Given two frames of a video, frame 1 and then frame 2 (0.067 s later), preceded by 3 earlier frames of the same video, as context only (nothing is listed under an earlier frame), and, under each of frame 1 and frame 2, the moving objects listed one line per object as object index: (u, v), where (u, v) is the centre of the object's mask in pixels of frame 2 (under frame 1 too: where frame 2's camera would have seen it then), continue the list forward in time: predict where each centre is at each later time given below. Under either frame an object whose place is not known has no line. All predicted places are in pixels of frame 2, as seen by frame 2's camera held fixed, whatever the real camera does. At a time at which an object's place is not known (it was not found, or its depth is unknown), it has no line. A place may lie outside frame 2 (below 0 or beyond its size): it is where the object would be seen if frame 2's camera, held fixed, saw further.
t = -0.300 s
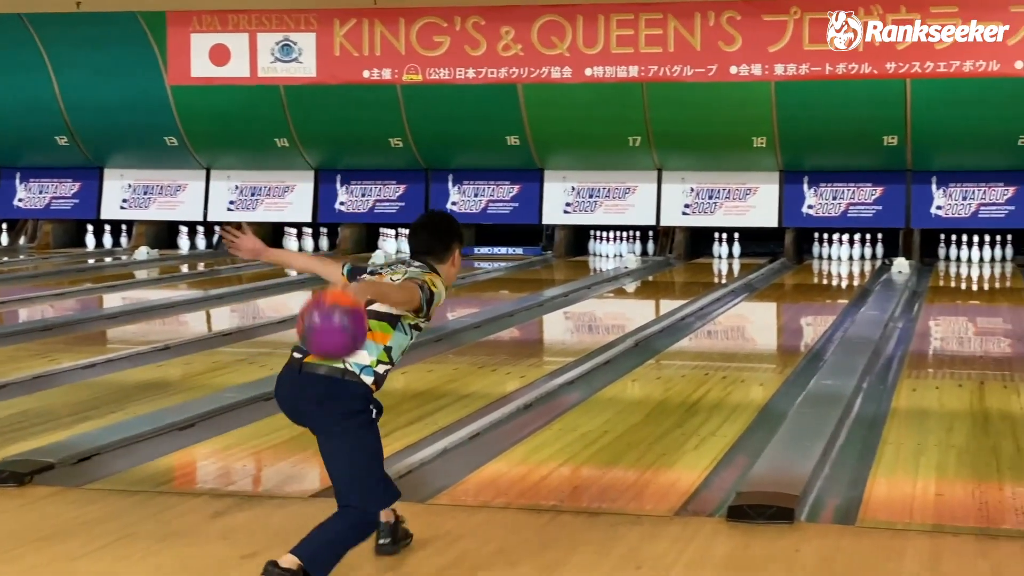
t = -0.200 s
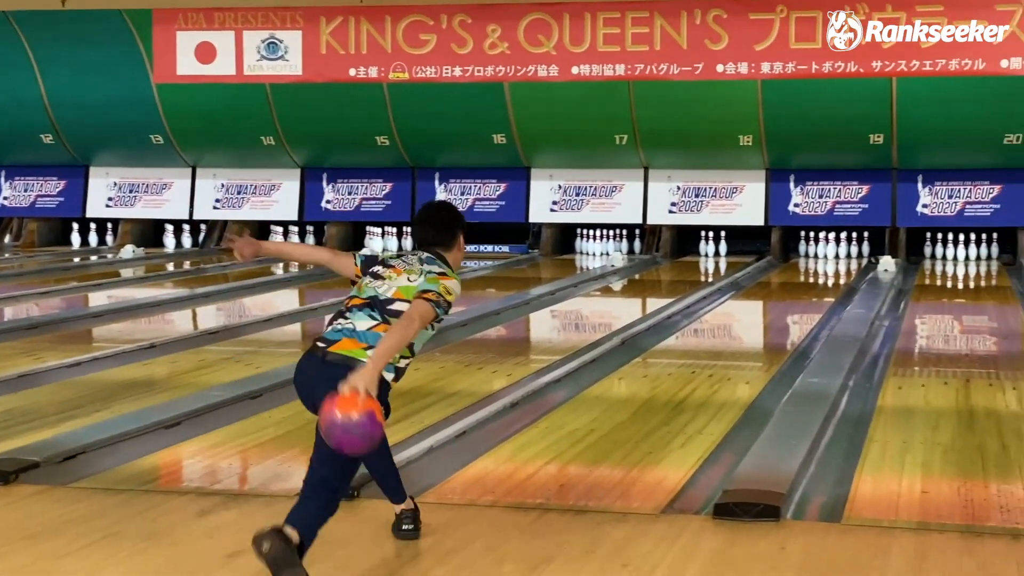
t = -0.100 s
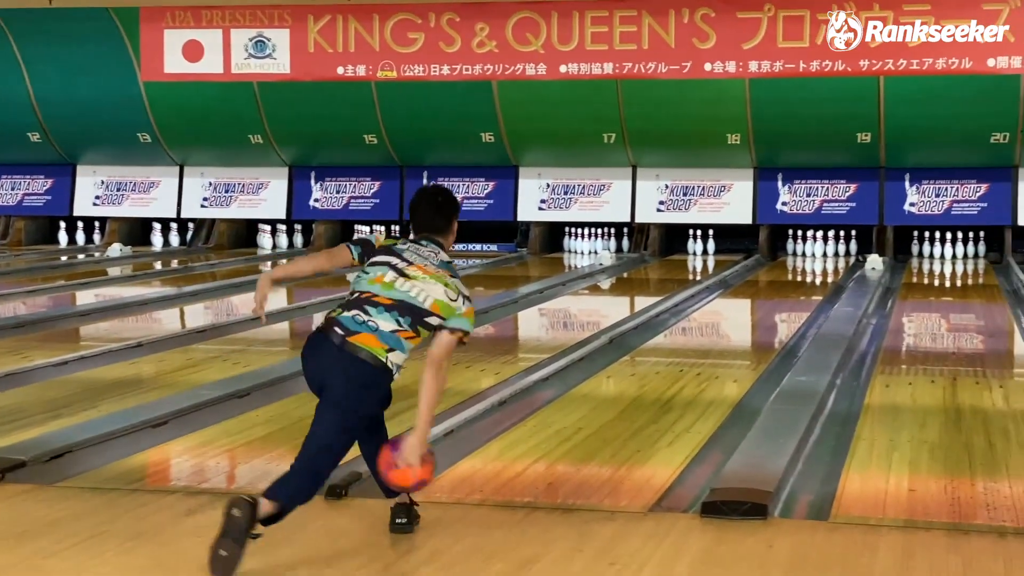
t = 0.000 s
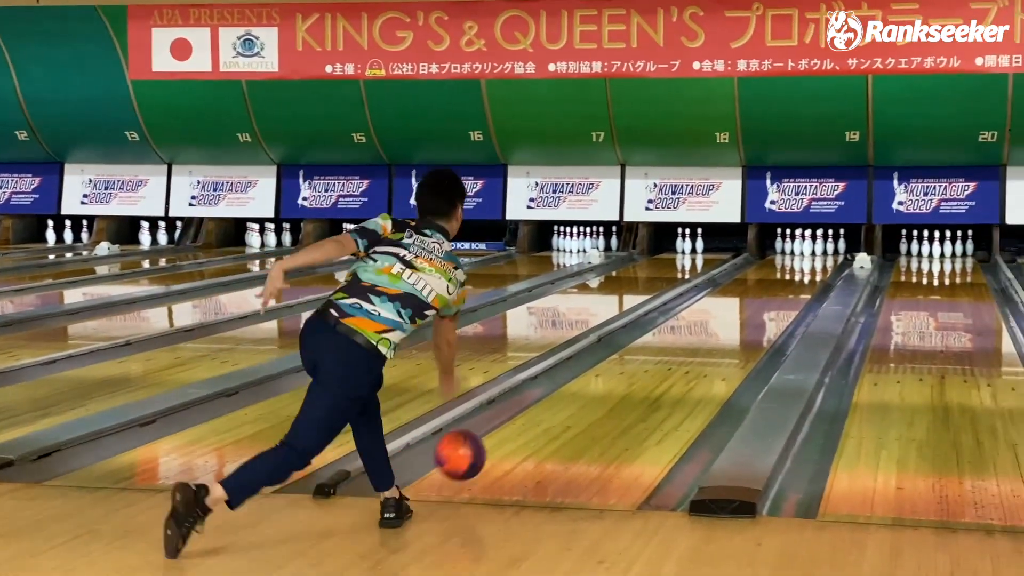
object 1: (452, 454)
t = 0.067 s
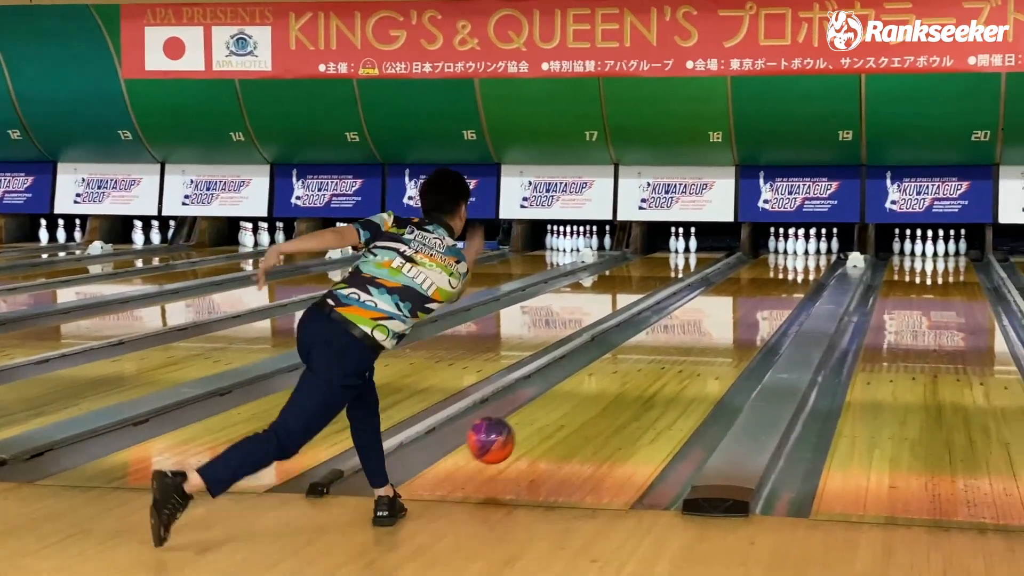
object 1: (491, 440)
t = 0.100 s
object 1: (509, 437)
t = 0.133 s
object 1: (524, 437)
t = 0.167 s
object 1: (539, 427)
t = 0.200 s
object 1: (553, 420)
